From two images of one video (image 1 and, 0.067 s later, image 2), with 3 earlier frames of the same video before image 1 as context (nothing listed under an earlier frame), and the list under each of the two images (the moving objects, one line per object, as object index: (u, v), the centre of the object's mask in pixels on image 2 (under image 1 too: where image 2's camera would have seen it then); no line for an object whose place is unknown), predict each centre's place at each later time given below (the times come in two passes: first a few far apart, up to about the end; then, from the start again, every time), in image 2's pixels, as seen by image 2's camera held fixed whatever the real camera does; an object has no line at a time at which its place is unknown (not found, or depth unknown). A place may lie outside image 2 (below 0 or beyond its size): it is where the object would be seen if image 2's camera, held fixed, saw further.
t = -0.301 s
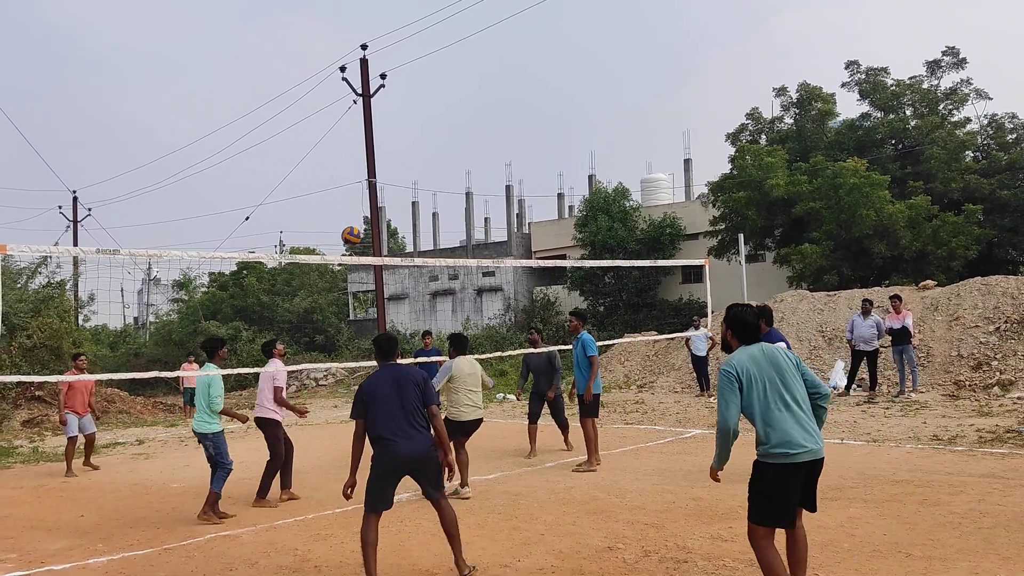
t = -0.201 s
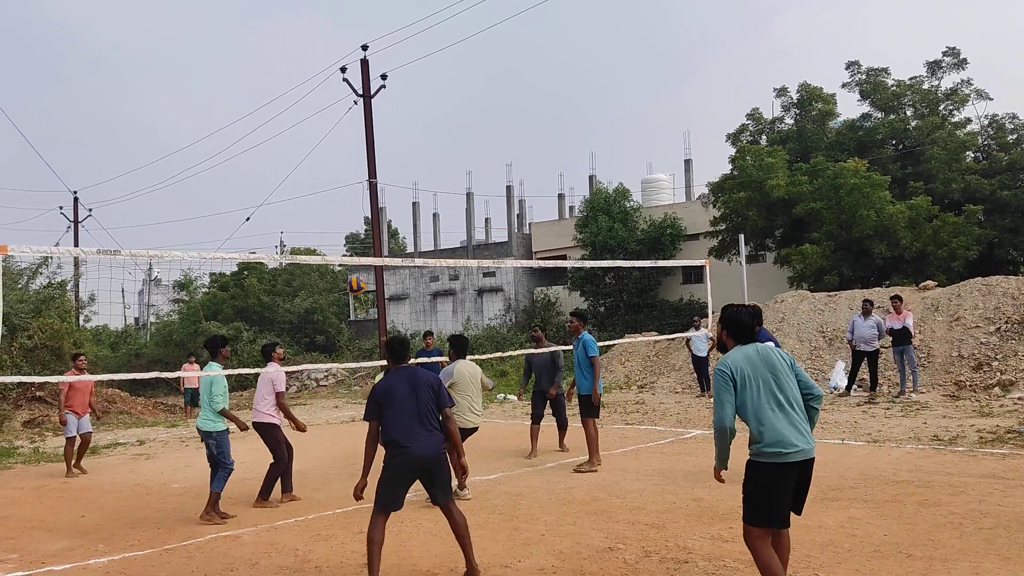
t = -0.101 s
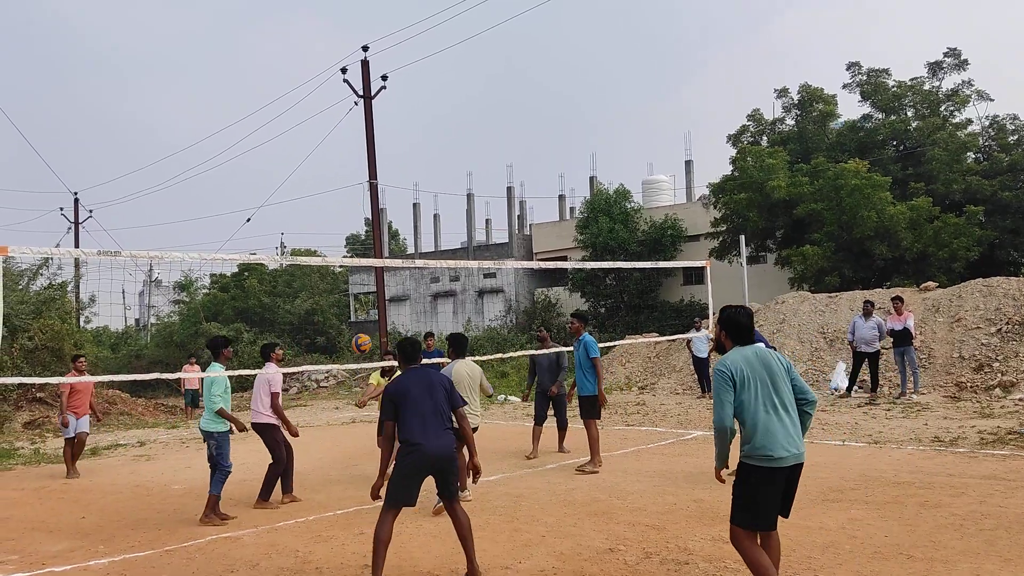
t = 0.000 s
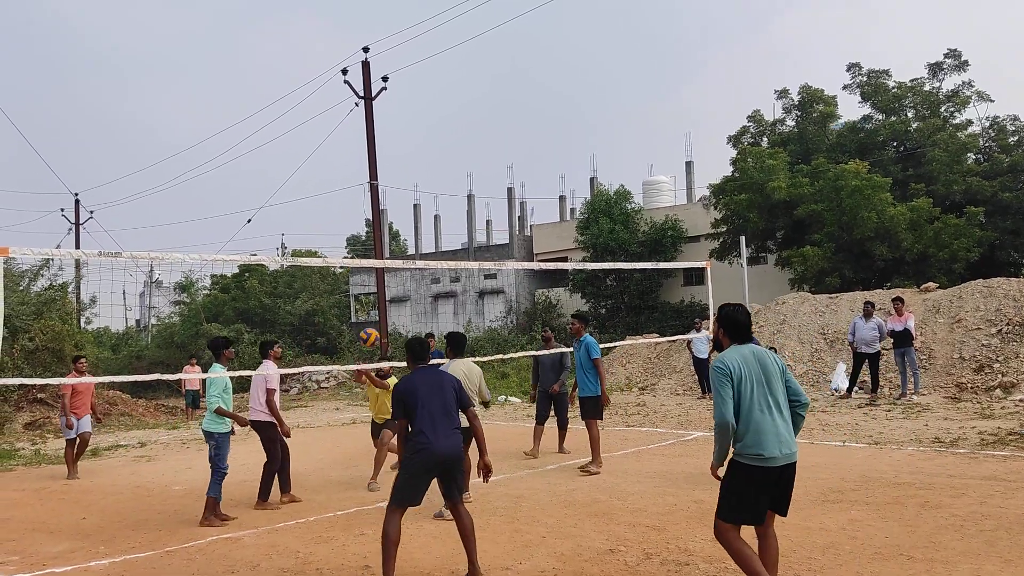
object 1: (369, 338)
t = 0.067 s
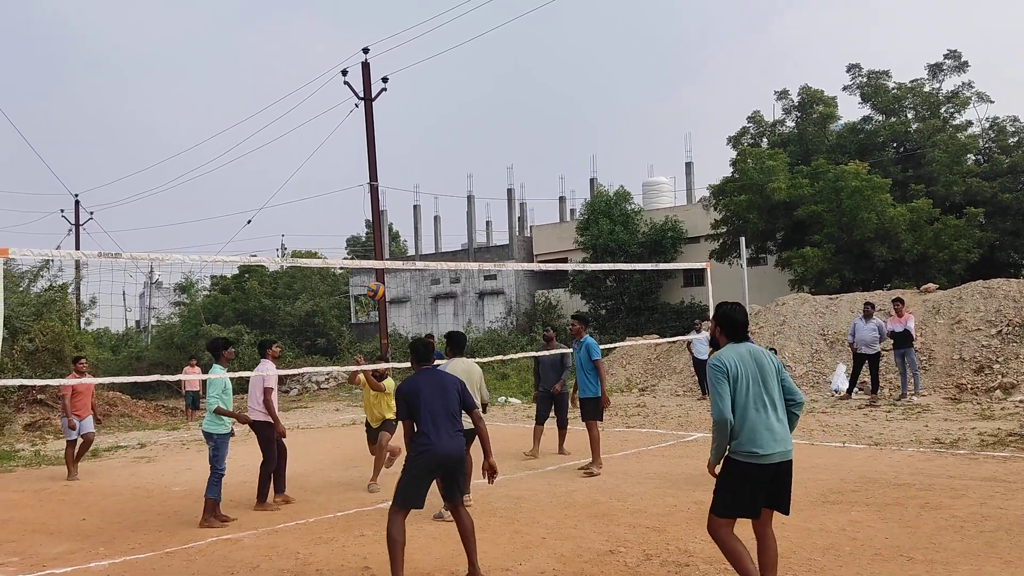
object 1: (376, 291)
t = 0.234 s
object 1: (395, 195)
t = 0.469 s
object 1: (423, 103)
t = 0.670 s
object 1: (449, 64)
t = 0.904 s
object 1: (481, 63)
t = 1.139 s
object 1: (514, 110)
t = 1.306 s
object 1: (539, 172)
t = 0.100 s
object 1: (380, 273)
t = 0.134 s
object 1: (383, 250)
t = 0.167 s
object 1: (387, 230)
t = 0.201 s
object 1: (391, 212)
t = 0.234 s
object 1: (395, 195)
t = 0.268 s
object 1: (399, 179)
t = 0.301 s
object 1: (402, 163)
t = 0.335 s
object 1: (407, 149)
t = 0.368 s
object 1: (411, 136)
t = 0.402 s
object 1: (415, 124)
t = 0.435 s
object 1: (419, 113)
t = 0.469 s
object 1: (423, 103)
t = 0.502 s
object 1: (427, 94)
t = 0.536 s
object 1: (432, 86)
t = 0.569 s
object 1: (436, 79)
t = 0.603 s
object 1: (440, 73)
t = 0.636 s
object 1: (445, 68)
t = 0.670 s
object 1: (449, 64)
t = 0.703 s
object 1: (453, 61)
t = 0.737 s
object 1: (458, 59)
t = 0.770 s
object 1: (462, 58)
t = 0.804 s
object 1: (467, 58)
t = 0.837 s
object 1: (472, 59)
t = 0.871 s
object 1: (476, 61)
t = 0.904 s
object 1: (481, 63)
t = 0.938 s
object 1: (486, 67)
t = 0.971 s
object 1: (490, 72)
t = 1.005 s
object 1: (495, 78)
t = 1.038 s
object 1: (500, 84)
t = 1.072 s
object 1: (505, 92)
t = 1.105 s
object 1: (510, 101)
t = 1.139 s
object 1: (514, 110)
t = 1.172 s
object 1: (519, 121)
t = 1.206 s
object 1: (524, 132)
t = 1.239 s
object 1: (529, 145)
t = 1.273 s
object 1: (534, 158)
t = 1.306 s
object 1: (539, 172)
